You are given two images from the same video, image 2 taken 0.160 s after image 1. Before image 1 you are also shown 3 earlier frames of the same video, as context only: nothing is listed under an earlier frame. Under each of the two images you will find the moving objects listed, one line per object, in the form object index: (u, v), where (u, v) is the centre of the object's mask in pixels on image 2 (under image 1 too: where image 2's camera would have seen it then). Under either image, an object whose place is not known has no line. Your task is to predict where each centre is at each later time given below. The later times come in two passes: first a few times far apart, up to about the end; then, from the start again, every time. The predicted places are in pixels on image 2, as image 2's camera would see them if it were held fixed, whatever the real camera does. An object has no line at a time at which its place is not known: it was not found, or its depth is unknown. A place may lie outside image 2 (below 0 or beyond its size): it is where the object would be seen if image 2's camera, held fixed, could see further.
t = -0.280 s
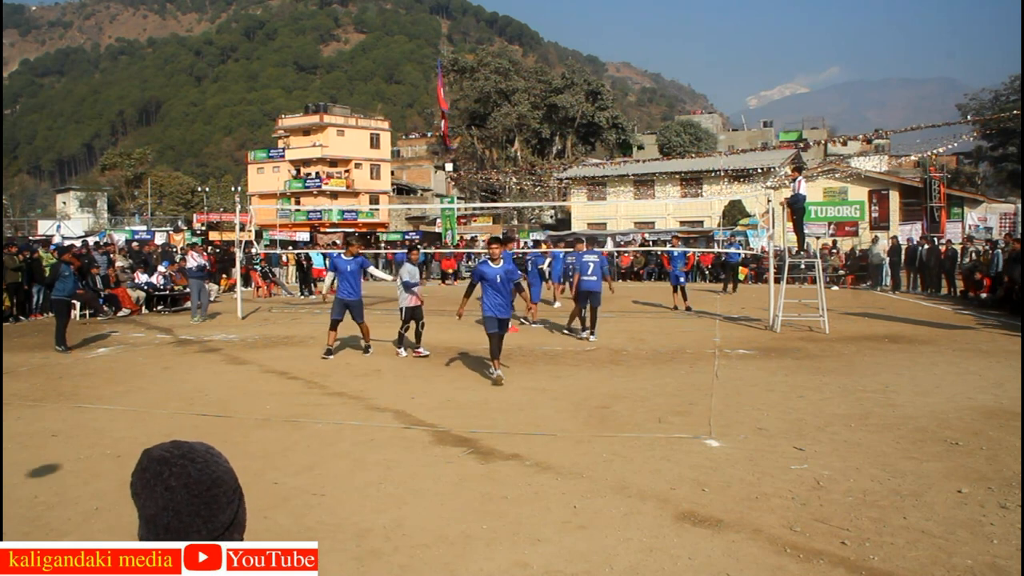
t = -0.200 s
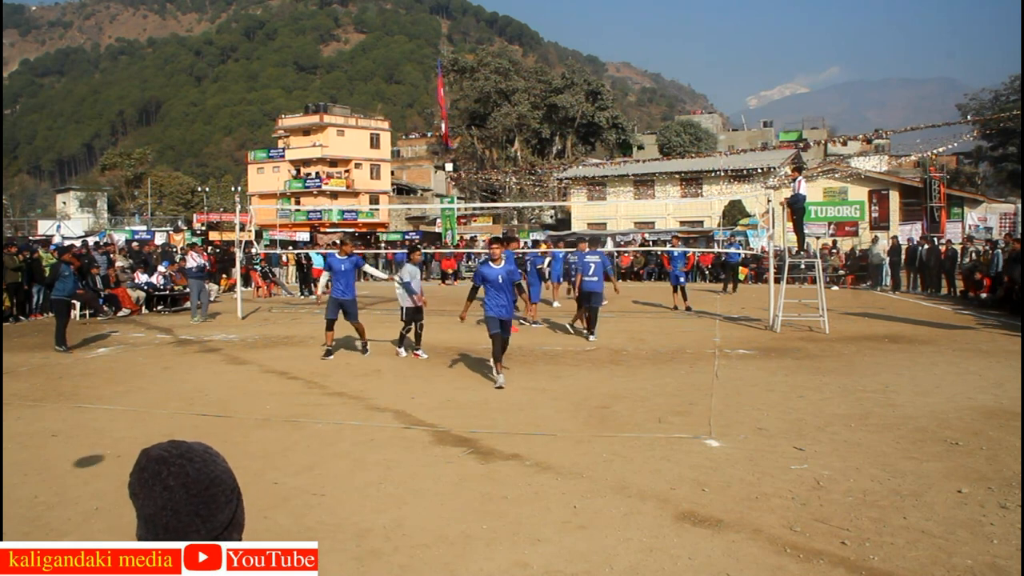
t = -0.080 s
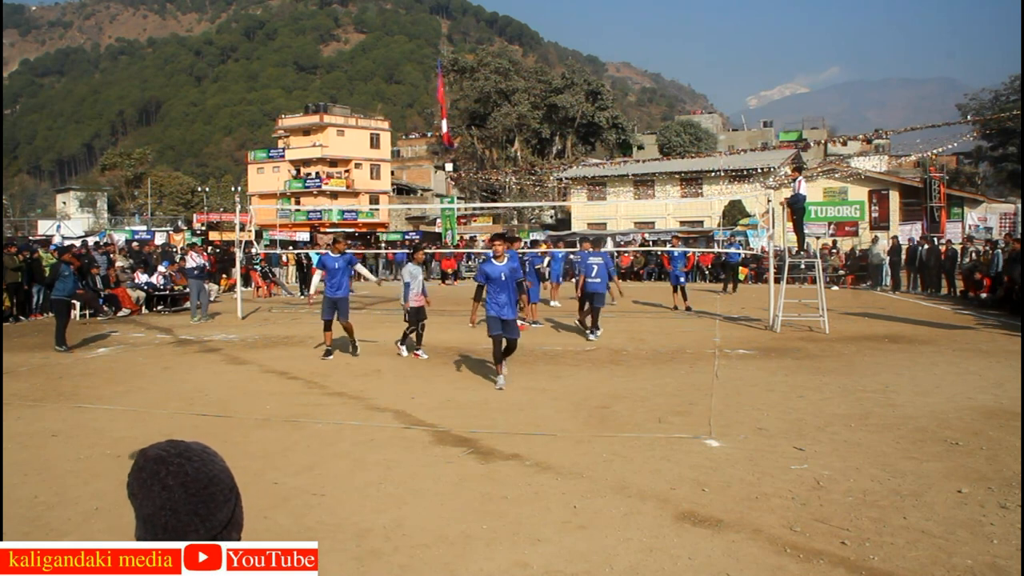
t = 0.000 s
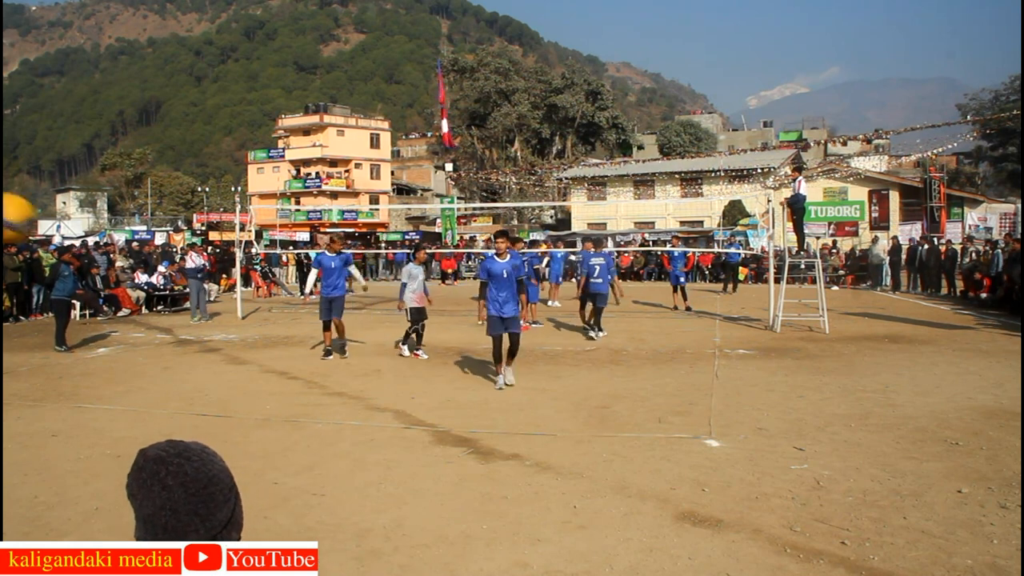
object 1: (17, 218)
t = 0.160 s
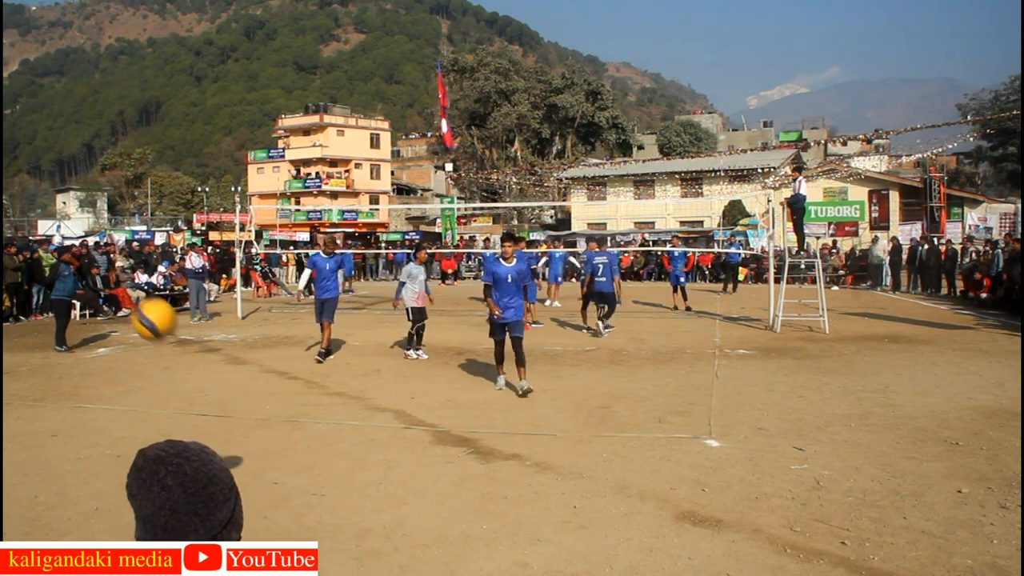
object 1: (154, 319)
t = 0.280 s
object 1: (240, 409)
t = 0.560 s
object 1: (346, 403)
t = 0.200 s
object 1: (185, 349)
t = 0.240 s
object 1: (214, 379)
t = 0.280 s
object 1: (240, 409)
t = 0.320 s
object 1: (265, 441)
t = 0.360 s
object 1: (289, 473)
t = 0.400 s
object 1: (311, 506)
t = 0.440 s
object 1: (320, 479)
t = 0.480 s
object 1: (329, 451)
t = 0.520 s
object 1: (337, 426)
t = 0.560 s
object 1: (346, 403)
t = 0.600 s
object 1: (354, 381)
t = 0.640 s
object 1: (363, 364)
